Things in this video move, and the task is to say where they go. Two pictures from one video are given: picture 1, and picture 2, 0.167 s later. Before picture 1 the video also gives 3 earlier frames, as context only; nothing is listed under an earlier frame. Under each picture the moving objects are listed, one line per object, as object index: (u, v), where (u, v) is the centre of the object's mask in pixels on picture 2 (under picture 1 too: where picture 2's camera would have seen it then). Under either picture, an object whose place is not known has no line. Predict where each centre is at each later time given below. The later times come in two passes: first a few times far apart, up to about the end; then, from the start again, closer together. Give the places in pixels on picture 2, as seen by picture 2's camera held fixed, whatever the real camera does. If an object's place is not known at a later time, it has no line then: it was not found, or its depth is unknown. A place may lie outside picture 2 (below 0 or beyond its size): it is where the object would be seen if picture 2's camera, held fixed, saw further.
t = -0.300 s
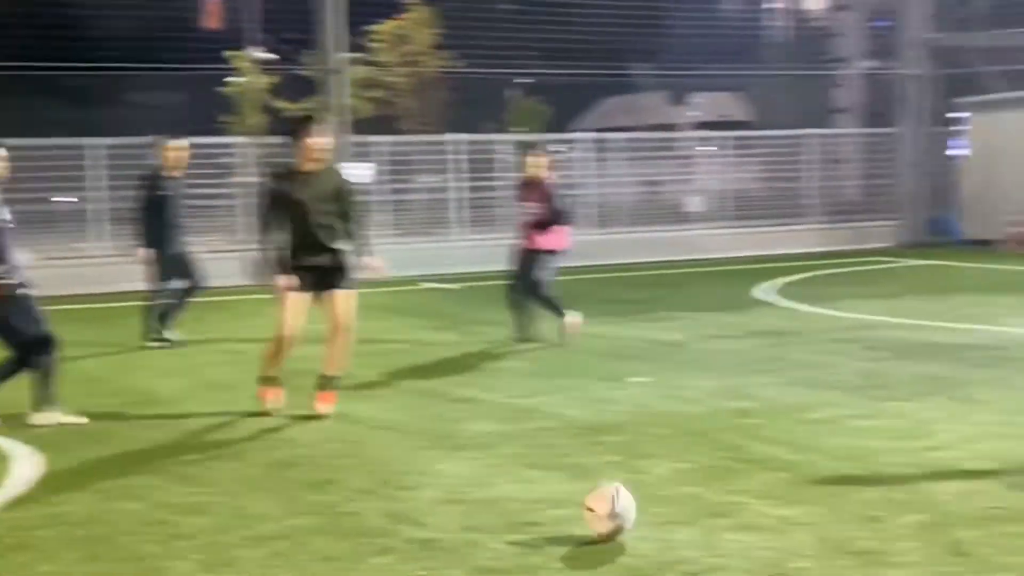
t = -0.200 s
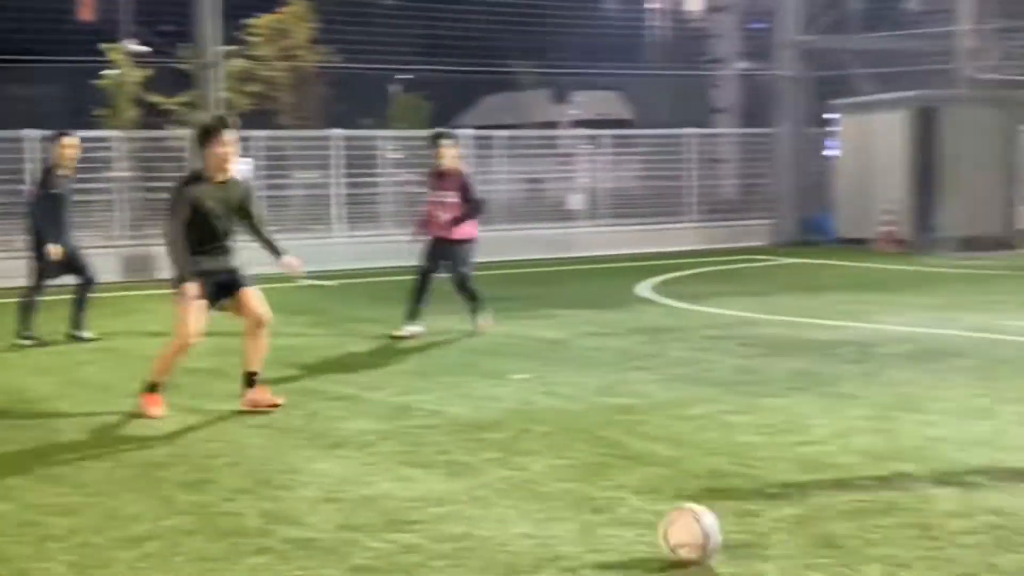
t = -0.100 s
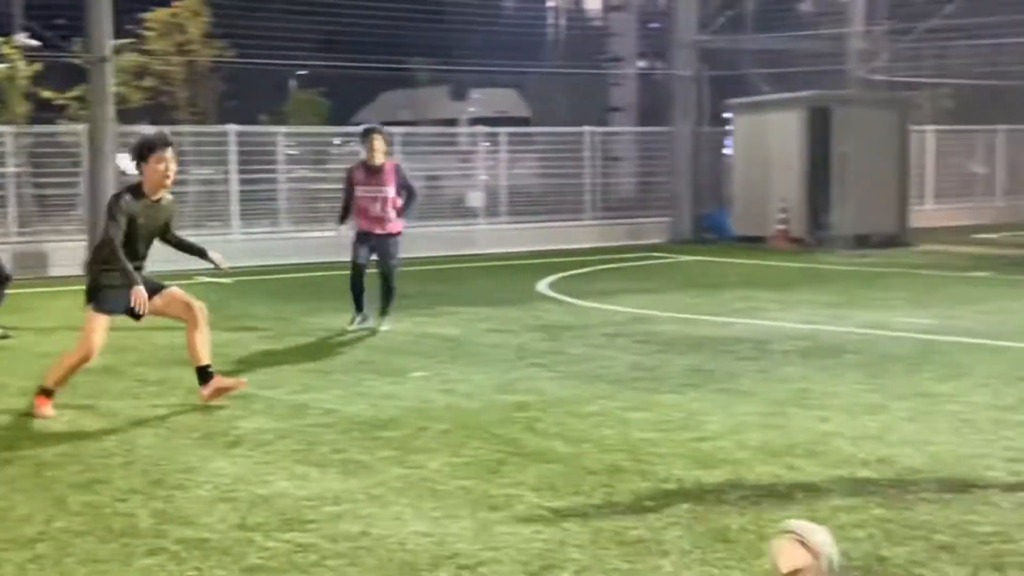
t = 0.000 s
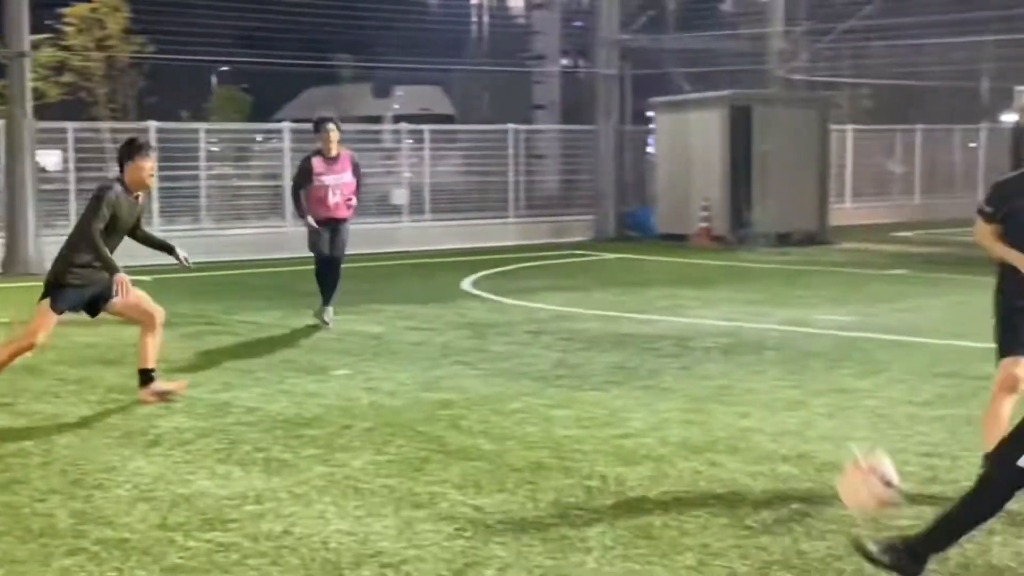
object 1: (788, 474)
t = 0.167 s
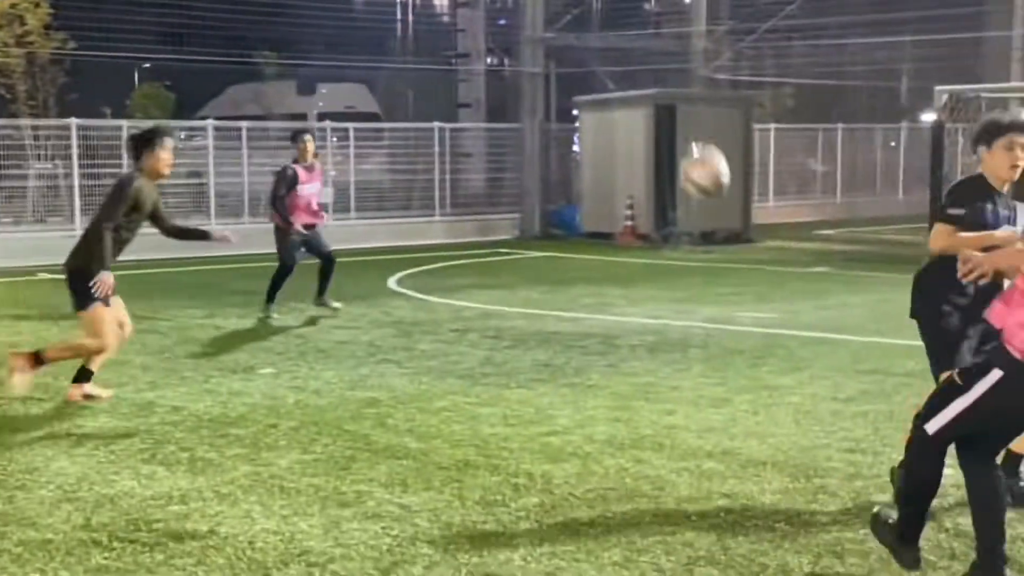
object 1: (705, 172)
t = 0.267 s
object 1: (671, 67)
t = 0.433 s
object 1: (636, -7)
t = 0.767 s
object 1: (599, -18)
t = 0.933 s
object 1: (592, 38)
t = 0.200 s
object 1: (693, 132)
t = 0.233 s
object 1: (681, 98)
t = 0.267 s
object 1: (671, 67)
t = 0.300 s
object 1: (664, 42)
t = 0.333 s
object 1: (655, 21)
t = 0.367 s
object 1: (647, 9)
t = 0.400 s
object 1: (643, 0)
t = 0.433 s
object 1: (636, -7)
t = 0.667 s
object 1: (607, -26)
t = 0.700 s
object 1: (605, -26)
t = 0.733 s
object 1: (601, -23)
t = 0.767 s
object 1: (599, -18)
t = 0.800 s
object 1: (598, -8)
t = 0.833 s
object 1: (596, 2)
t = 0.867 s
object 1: (594, 12)
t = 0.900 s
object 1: (594, 24)
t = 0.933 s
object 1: (592, 38)
